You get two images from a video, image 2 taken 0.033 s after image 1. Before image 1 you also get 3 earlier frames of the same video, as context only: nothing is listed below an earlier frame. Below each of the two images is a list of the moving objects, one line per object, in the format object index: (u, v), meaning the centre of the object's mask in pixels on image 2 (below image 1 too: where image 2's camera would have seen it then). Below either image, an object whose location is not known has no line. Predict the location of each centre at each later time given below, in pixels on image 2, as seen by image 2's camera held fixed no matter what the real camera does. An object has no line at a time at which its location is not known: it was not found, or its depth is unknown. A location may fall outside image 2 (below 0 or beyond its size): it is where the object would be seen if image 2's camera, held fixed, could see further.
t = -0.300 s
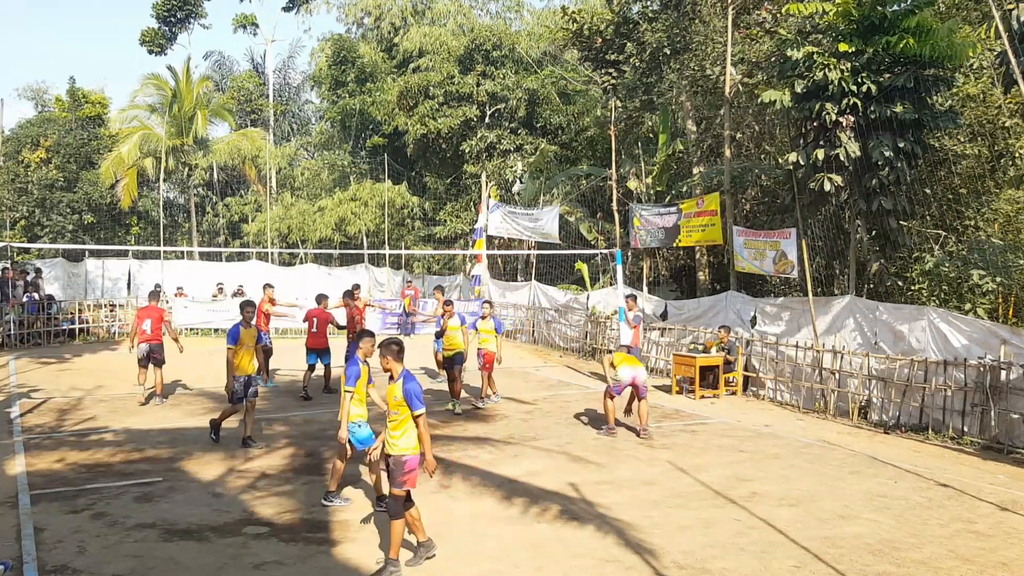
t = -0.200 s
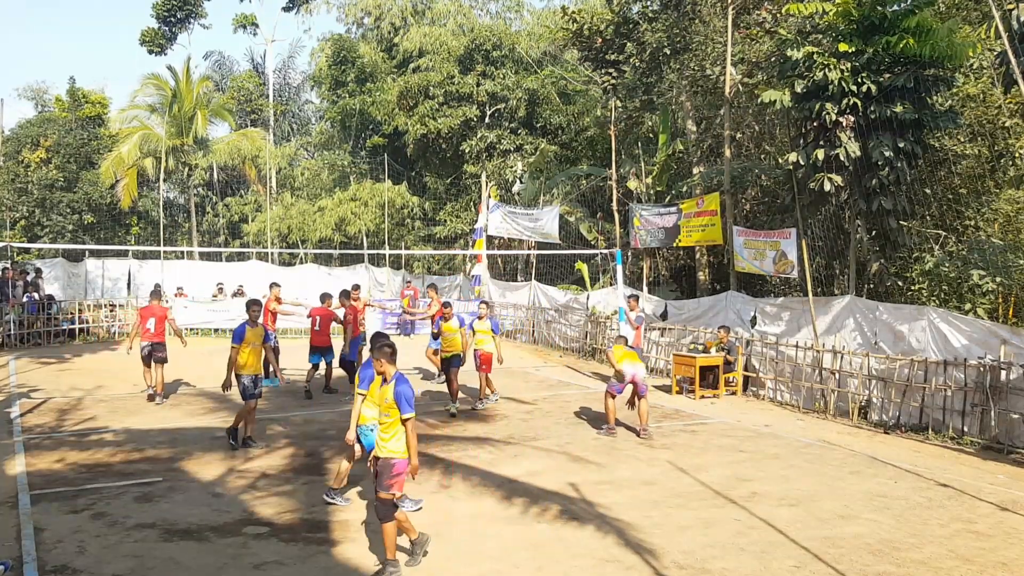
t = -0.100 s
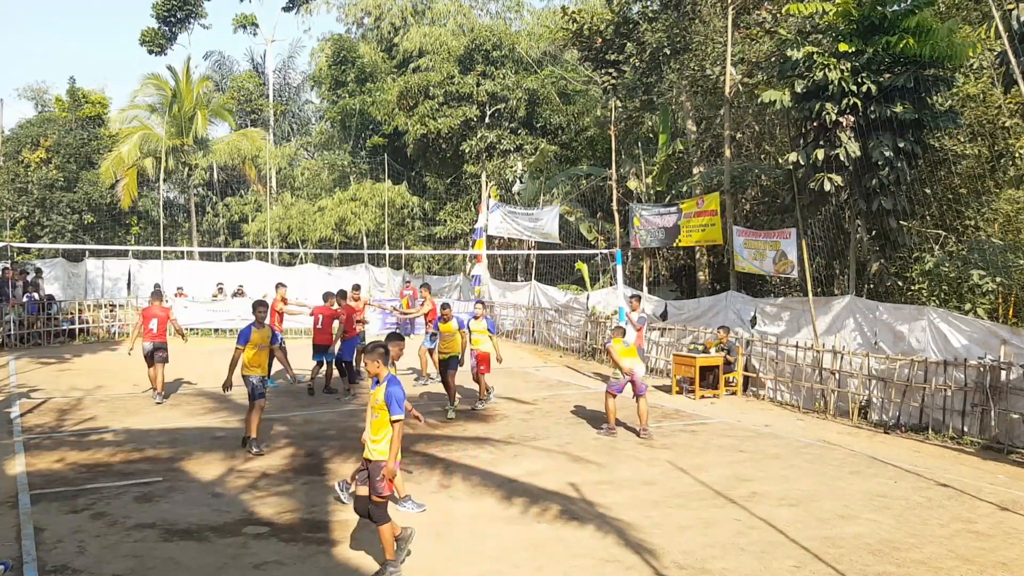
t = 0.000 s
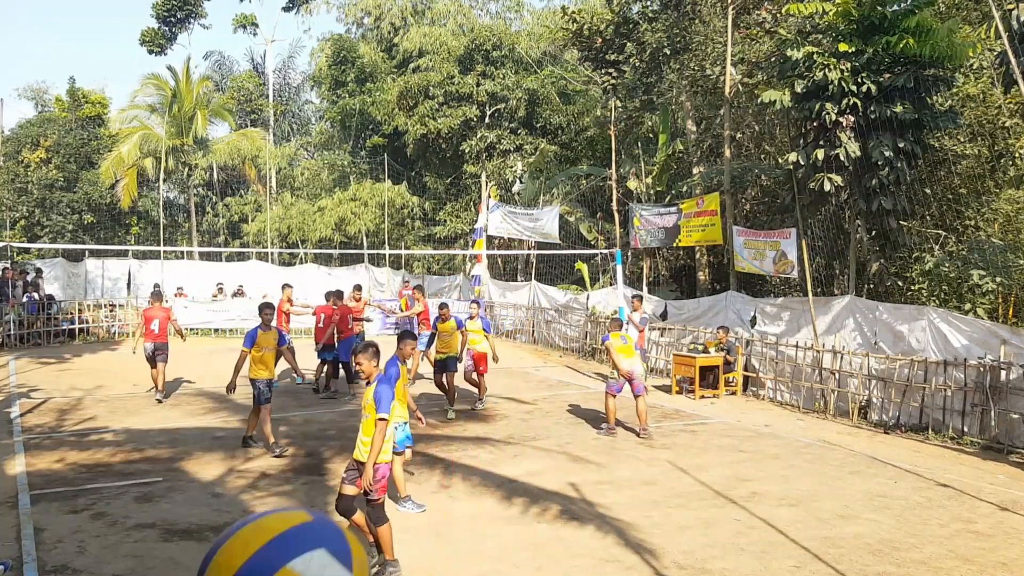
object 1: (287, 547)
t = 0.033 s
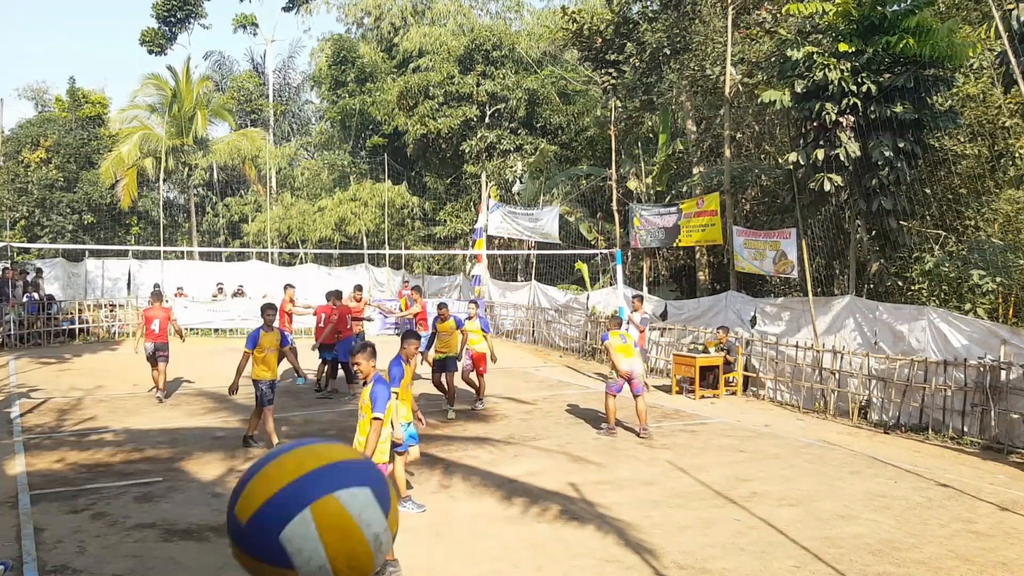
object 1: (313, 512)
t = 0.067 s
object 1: (340, 456)
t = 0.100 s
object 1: (367, 403)
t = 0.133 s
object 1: (393, 359)
